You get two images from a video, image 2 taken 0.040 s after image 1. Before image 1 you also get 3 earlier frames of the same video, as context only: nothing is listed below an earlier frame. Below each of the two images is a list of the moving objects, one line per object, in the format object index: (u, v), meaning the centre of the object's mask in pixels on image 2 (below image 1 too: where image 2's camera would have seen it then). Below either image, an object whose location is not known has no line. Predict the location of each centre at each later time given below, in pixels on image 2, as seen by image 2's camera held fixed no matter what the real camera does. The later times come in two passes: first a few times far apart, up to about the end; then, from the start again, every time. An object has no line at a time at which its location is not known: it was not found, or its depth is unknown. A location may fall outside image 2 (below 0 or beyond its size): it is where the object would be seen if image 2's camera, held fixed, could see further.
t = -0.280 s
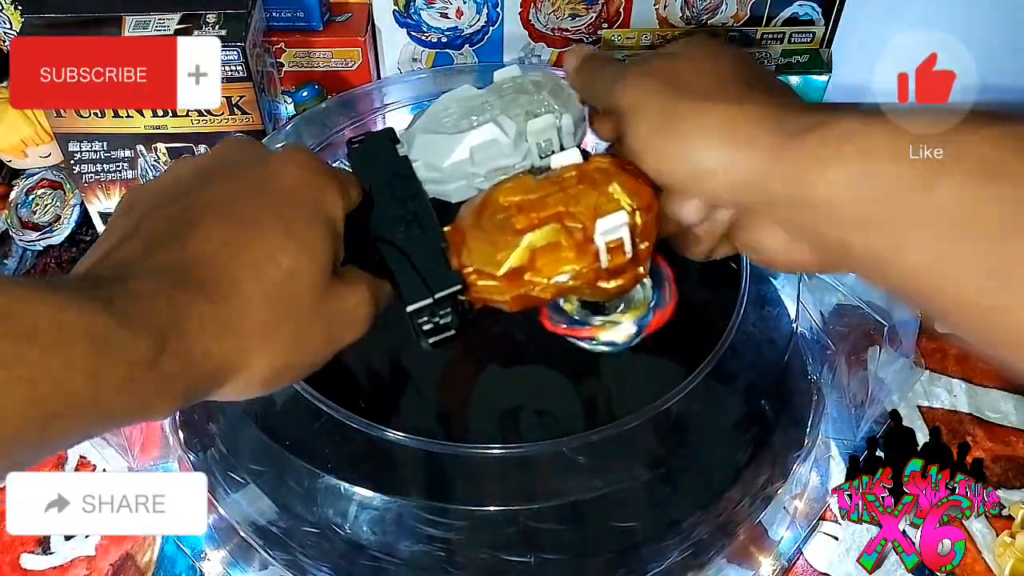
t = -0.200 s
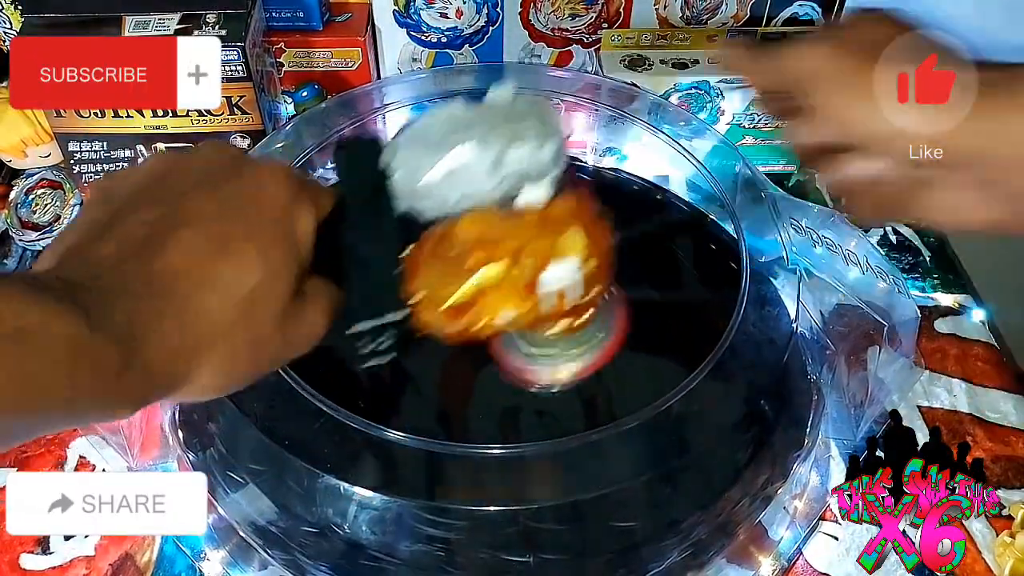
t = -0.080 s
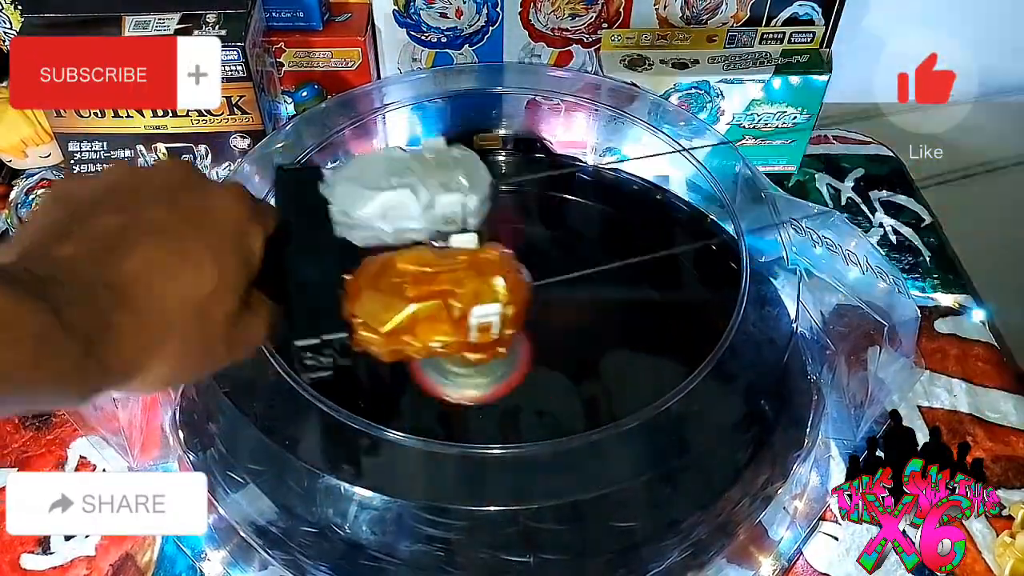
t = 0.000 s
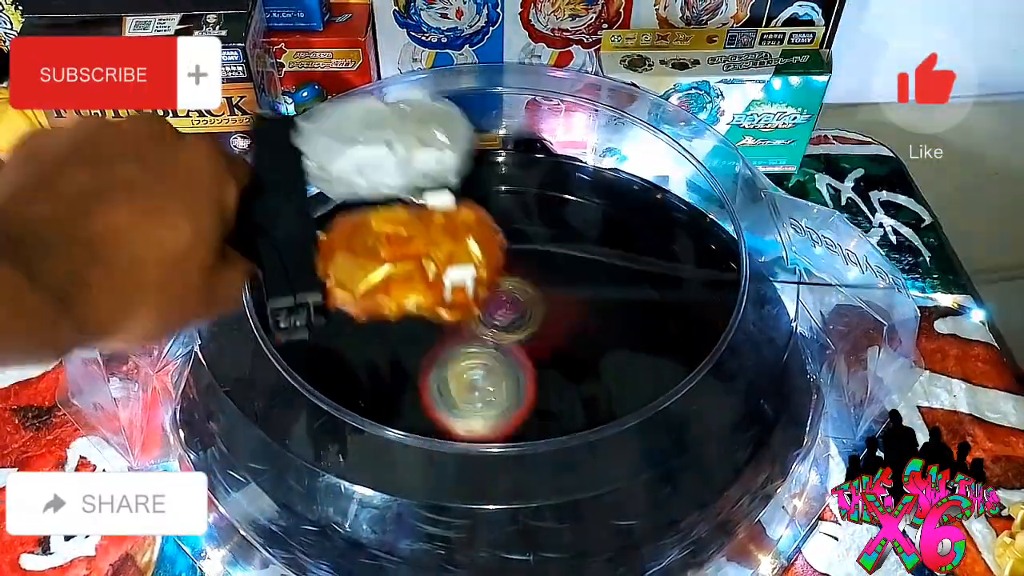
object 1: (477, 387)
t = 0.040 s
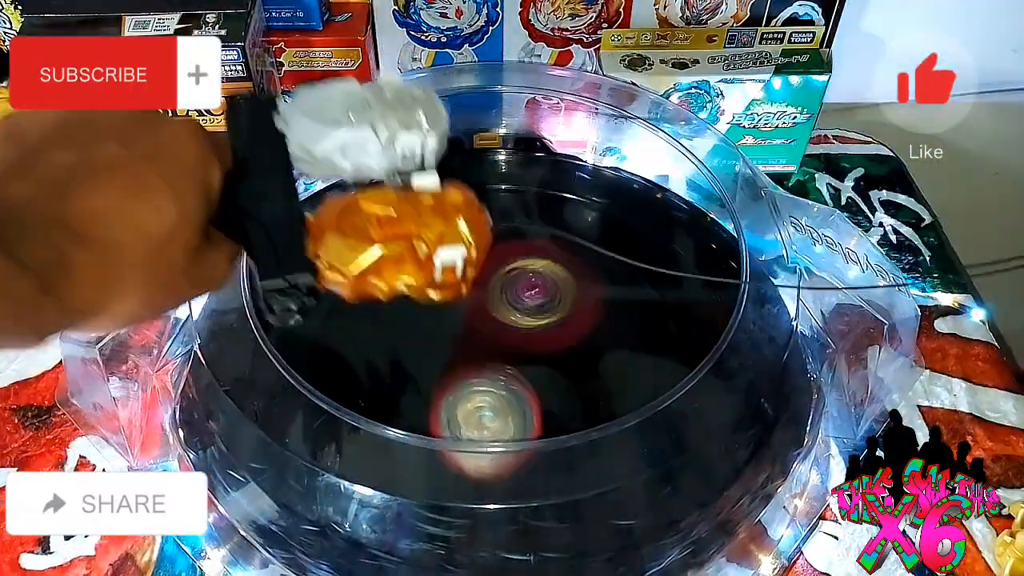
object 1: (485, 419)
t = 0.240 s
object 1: (565, 373)
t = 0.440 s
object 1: (534, 254)
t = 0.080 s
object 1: (495, 448)
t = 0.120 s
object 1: (527, 400)
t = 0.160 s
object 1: (541, 395)
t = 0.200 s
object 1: (552, 395)
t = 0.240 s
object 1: (565, 373)
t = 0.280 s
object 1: (574, 357)
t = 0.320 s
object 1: (579, 311)
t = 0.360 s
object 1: (571, 288)
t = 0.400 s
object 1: (555, 269)
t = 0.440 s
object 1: (534, 254)
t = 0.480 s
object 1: (509, 246)
